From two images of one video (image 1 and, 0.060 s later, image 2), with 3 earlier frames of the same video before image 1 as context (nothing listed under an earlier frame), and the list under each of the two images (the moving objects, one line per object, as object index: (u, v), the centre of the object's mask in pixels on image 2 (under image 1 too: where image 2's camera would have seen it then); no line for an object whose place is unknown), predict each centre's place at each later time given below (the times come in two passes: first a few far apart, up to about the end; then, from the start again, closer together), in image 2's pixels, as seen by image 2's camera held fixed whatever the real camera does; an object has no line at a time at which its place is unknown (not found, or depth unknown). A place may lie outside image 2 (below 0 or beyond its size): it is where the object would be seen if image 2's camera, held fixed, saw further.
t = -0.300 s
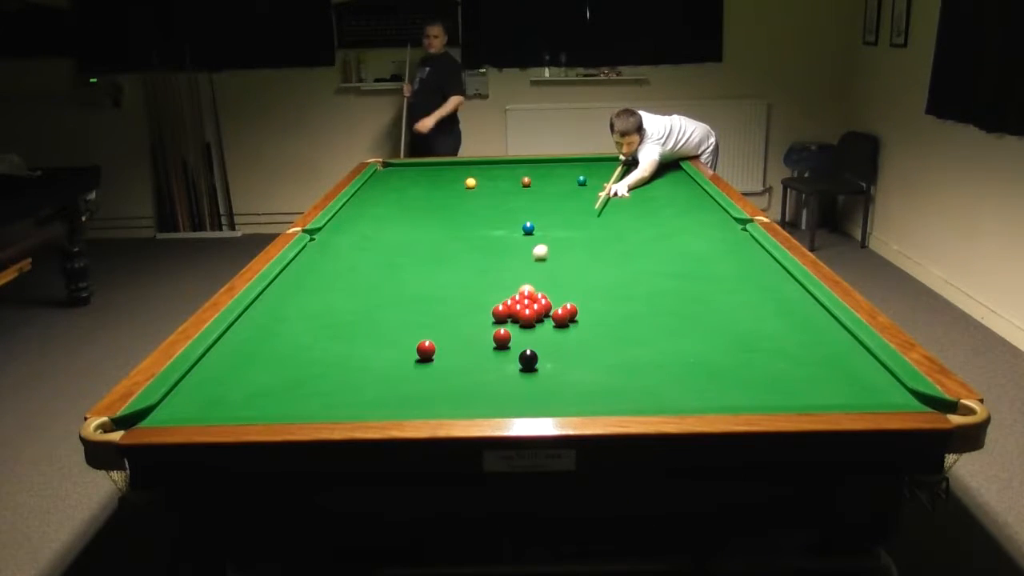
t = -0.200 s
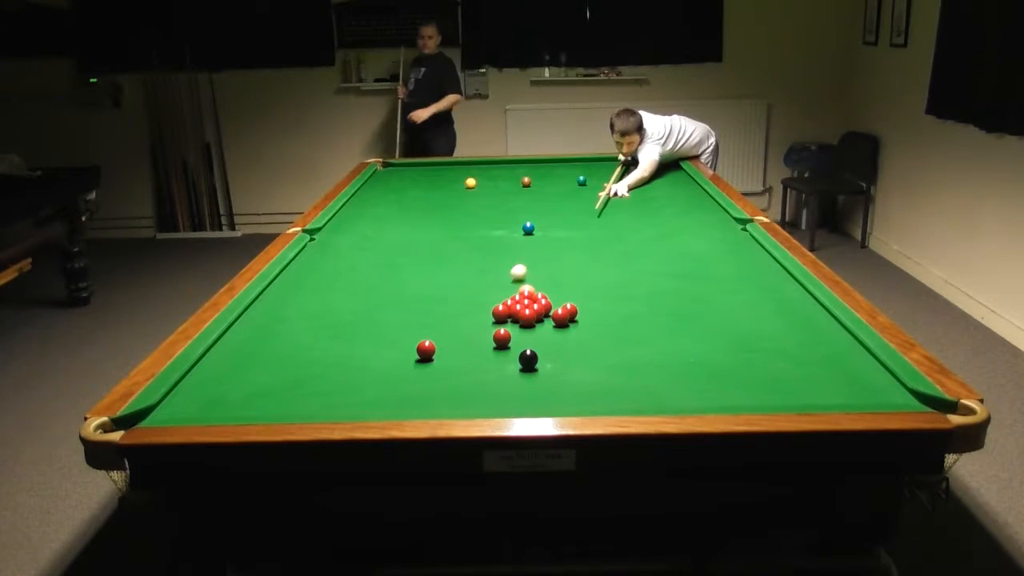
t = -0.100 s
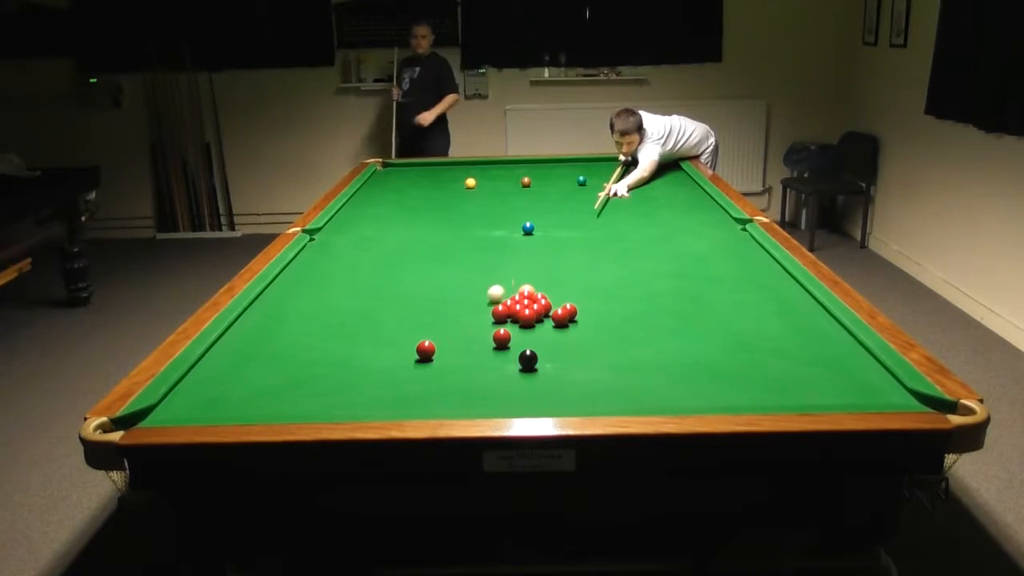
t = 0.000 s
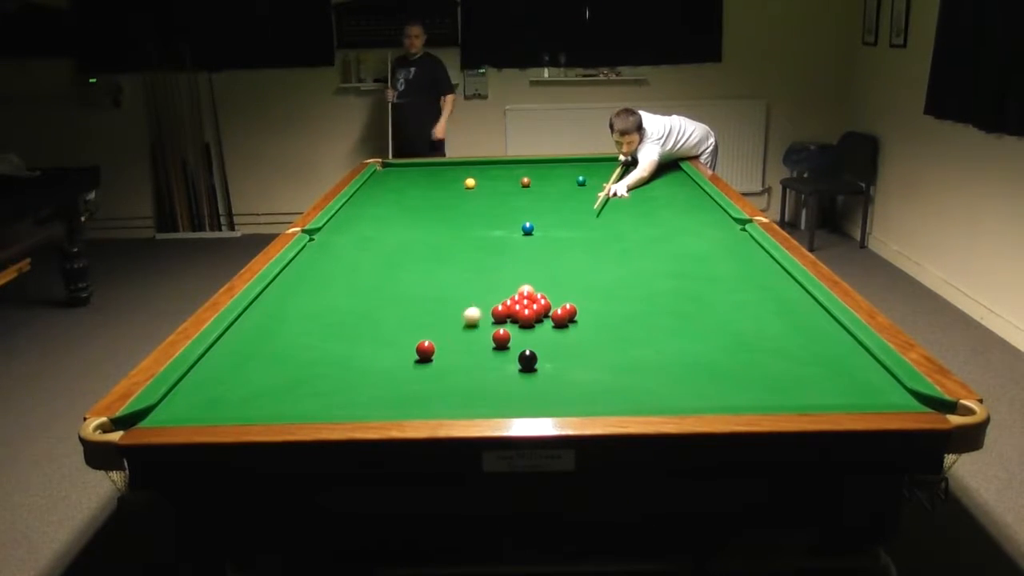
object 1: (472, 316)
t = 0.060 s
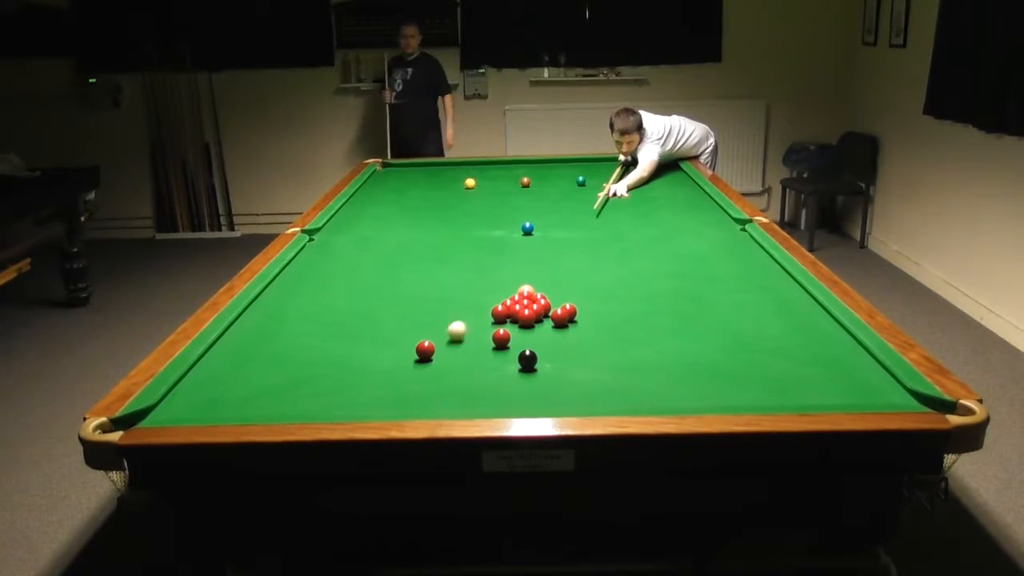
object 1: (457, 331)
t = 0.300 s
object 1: (477, 378)
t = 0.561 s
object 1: (536, 386)
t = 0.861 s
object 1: (607, 345)
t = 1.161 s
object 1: (663, 313)
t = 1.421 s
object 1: (704, 291)
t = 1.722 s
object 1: (743, 269)
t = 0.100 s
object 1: (446, 342)
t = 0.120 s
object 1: (443, 346)
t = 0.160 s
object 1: (452, 352)
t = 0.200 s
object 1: (461, 359)
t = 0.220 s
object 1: (464, 363)
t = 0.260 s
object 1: (471, 370)
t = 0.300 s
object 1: (477, 378)
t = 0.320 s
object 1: (480, 382)
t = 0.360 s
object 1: (486, 391)
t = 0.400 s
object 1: (493, 398)
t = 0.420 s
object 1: (496, 401)
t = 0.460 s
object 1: (507, 401)
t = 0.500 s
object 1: (519, 395)
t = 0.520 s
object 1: (525, 392)
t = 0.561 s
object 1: (536, 386)
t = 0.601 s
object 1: (547, 379)
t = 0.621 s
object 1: (552, 377)
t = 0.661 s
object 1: (562, 371)
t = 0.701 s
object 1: (571, 366)
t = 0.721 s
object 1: (576, 363)
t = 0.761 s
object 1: (585, 357)
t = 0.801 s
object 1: (594, 353)
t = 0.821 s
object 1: (598, 350)
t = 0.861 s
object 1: (607, 345)
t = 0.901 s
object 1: (615, 341)
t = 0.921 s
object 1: (619, 339)
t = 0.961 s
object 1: (627, 334)
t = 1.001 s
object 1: (635, 330)
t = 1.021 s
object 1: (639, 328)
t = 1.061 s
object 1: (646, 324)
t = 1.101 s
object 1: (653, 319)
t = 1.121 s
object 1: (656, 317)
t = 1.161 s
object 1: (663, 313)
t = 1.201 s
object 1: (670, 310)
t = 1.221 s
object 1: (673, 308)
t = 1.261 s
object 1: (680, 304)
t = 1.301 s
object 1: (686, 301)
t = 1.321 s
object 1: (689, 299)
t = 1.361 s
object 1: (695, 296)
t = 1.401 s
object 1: (701, 292)
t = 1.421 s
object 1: (704, 291)
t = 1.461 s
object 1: (709, 287)
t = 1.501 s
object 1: (715, 284)
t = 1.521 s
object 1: (718, 283)
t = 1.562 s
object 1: (723, 280)
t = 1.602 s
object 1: (728, 277)
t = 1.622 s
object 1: (731, 276)
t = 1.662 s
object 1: (736, 273)
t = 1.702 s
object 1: (741, 270)
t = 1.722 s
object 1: (743, 269)
